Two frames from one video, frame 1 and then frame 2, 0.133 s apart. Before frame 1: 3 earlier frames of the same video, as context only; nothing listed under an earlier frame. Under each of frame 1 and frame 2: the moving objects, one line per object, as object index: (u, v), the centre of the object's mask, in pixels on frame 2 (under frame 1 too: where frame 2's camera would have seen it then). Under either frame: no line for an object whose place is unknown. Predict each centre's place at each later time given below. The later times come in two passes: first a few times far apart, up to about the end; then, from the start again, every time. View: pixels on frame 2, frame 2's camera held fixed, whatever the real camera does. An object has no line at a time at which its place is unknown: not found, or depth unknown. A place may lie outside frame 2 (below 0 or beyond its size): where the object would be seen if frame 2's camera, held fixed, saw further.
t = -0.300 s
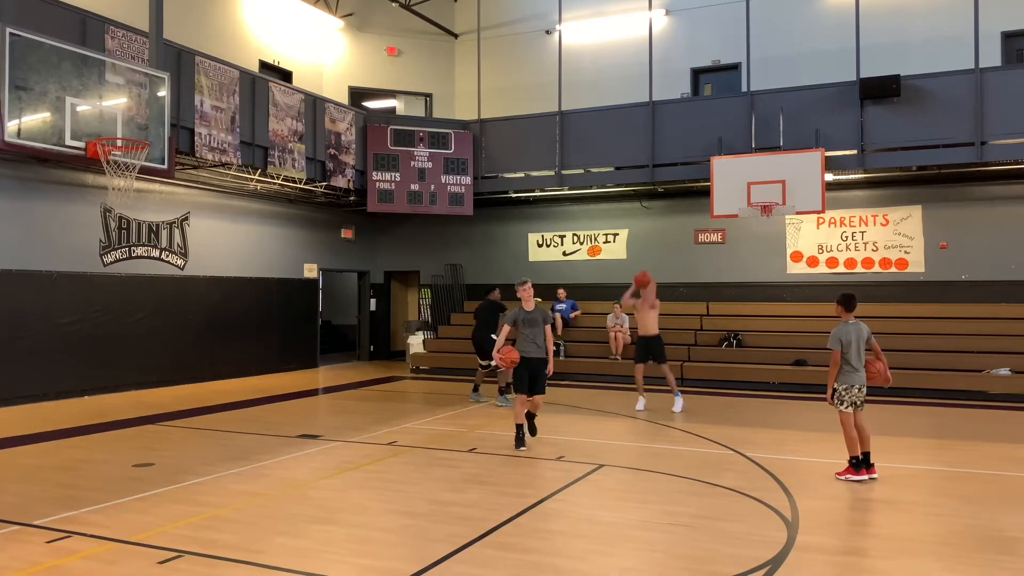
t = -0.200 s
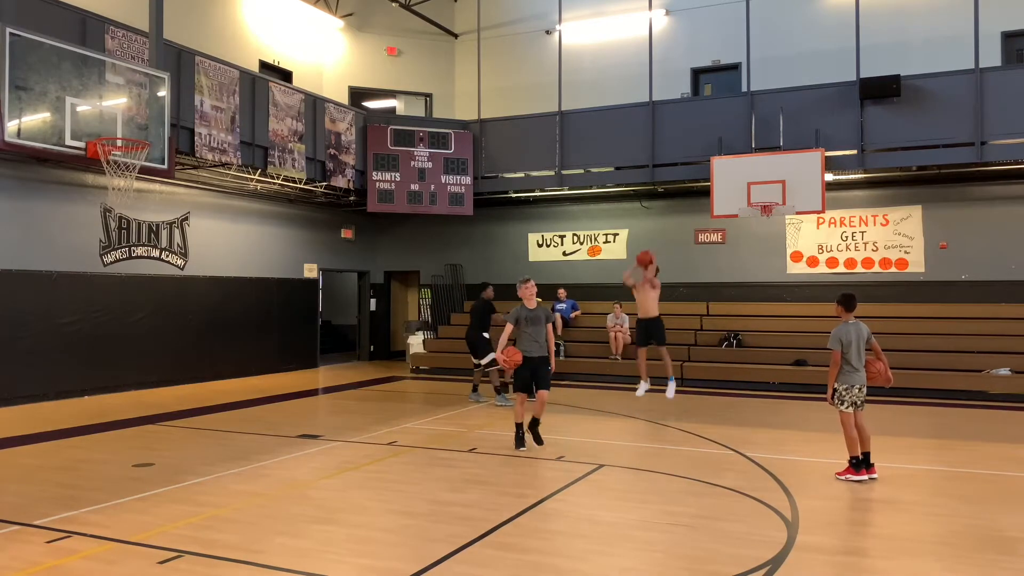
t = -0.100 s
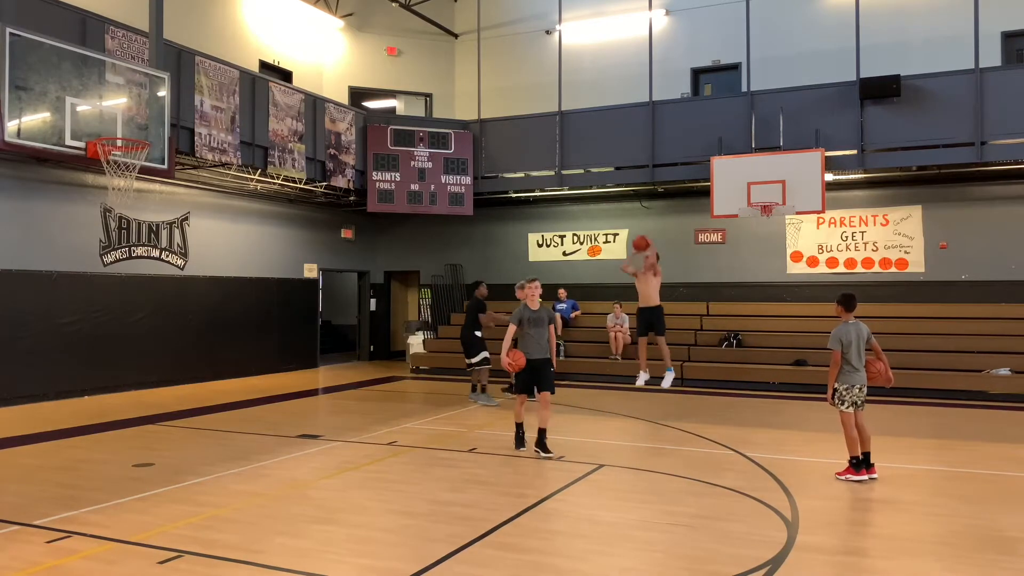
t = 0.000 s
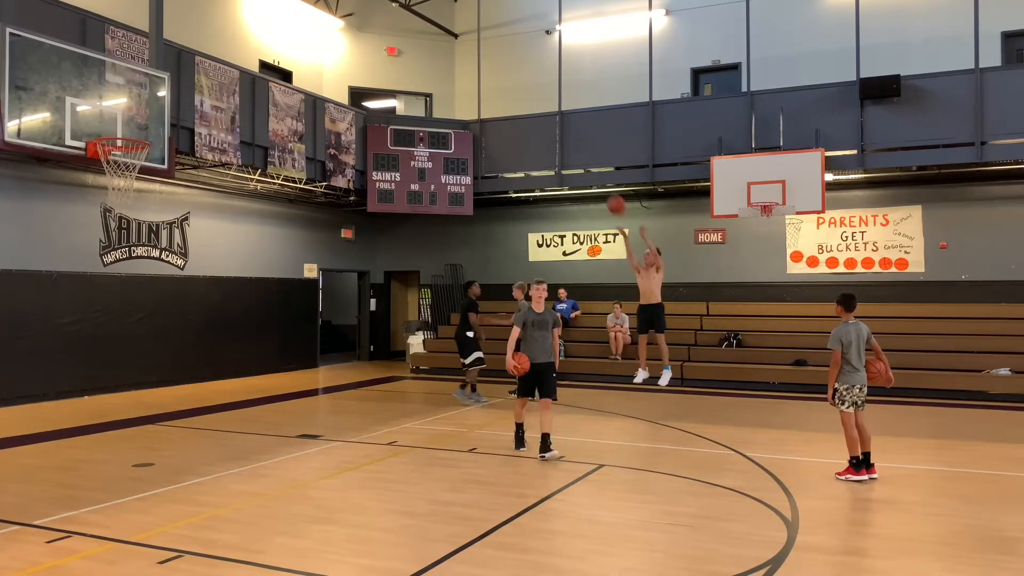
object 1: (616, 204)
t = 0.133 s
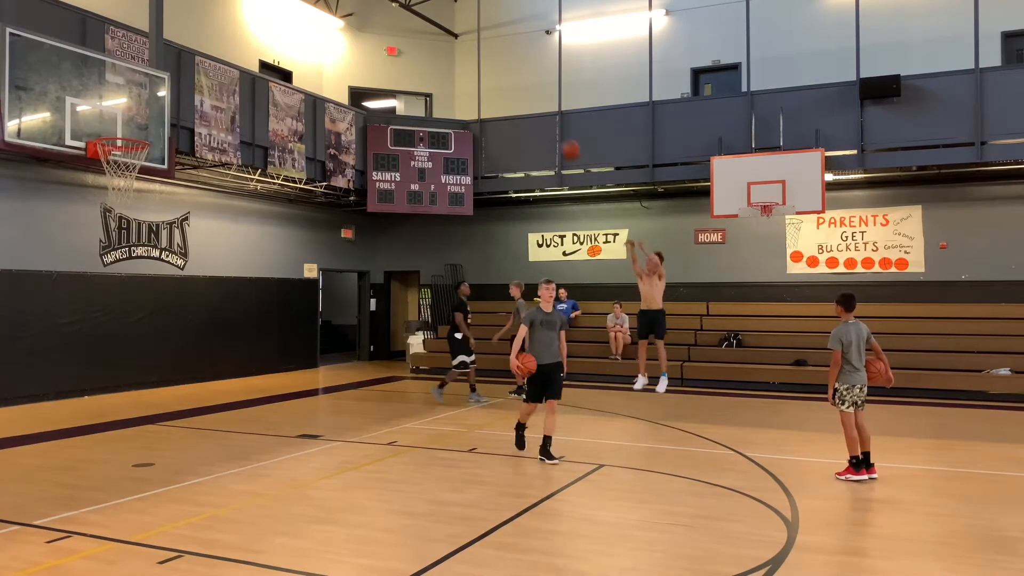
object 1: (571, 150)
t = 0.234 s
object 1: (536, 116)
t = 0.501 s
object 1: (431, 56)
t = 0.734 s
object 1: (327, 47)
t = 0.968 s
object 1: (209, 88)
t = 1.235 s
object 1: (120, 160)
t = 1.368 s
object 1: (146, 169)
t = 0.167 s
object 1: (560, 137)
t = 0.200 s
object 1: (548, 127)
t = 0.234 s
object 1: (536, 116)
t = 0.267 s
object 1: (523, 106)
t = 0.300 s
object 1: (510, 96)
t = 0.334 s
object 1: (497, 88)
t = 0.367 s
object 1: (484, 80)
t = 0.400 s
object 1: (471, 72)
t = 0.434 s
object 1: (458, 66)
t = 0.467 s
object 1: (444, 61)
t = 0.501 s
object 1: (431, 56)
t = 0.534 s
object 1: (417, 52)
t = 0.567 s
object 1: (403, 49)
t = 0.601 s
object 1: (387, 47)
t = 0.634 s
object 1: (373, 45)
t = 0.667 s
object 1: (358, 45)
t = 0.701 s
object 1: (342, 45)
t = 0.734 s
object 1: (327, 47)
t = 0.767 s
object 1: (311, 50)
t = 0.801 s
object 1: (295, 53)
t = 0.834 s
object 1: (278, 58)
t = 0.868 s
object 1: (263, 64)
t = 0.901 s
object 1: (244, 71)
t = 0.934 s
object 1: (228, 79)
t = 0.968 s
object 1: (209, 88)
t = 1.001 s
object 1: (190, 99)
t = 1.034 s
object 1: (174, 110)
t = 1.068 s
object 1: (153, 124)
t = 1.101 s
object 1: (136, 134)
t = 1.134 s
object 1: (118, 136)
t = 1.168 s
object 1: (109, 153)
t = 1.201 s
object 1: (115, 154)
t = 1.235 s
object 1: (120, 160)
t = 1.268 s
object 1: (125, 162)
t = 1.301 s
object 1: (134, 167)
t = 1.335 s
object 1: (140, 167)
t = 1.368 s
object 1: (146, 169)
